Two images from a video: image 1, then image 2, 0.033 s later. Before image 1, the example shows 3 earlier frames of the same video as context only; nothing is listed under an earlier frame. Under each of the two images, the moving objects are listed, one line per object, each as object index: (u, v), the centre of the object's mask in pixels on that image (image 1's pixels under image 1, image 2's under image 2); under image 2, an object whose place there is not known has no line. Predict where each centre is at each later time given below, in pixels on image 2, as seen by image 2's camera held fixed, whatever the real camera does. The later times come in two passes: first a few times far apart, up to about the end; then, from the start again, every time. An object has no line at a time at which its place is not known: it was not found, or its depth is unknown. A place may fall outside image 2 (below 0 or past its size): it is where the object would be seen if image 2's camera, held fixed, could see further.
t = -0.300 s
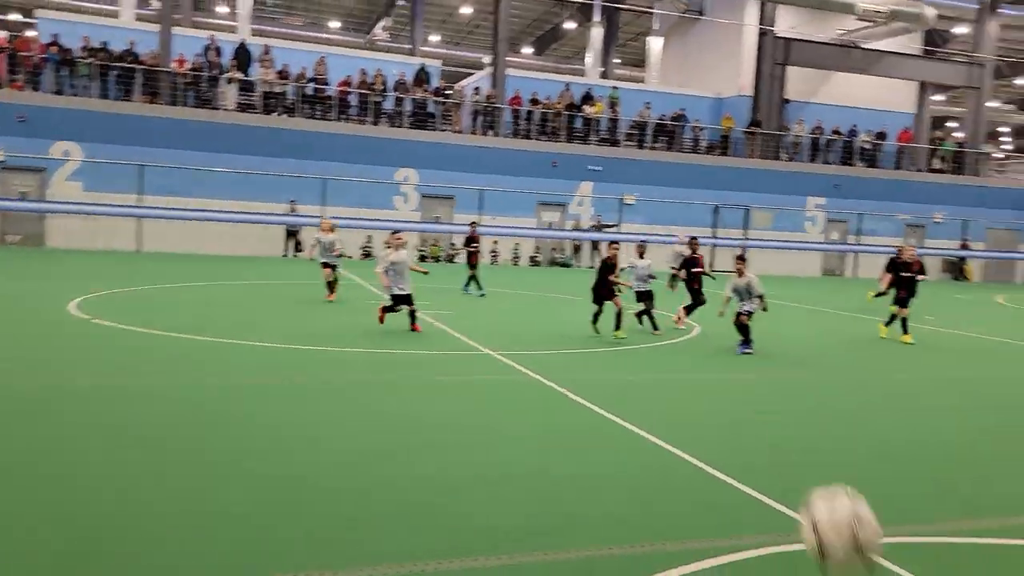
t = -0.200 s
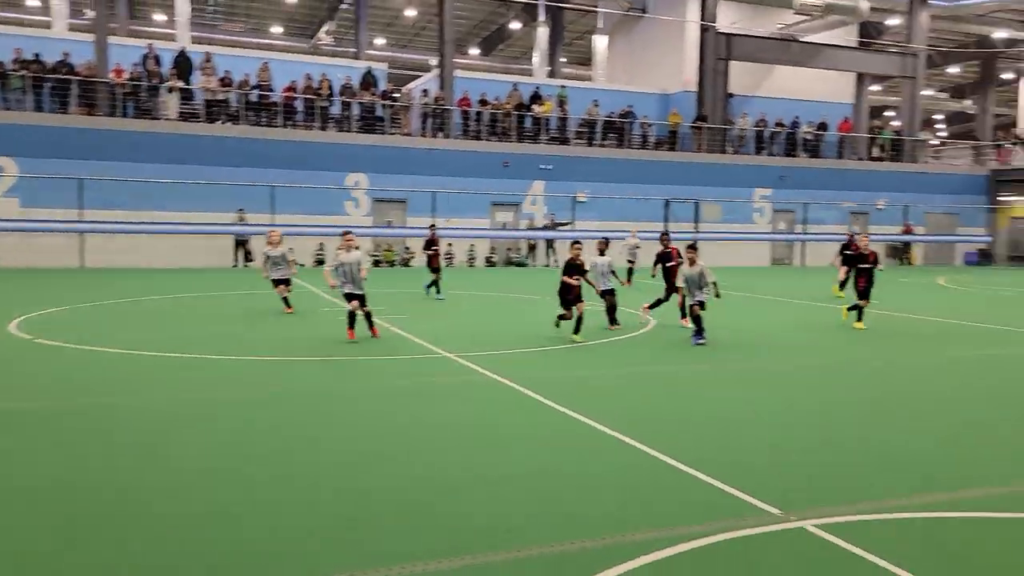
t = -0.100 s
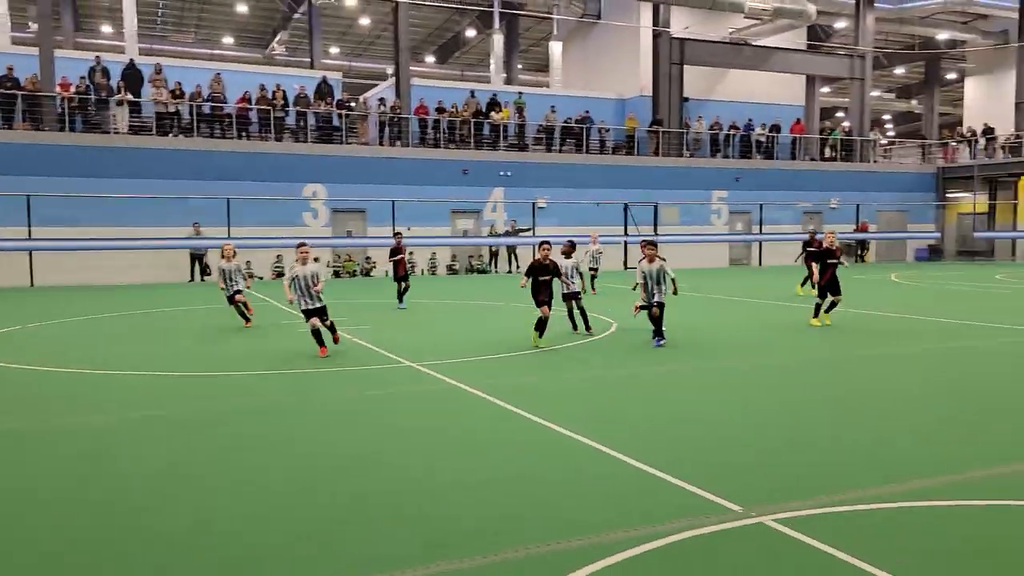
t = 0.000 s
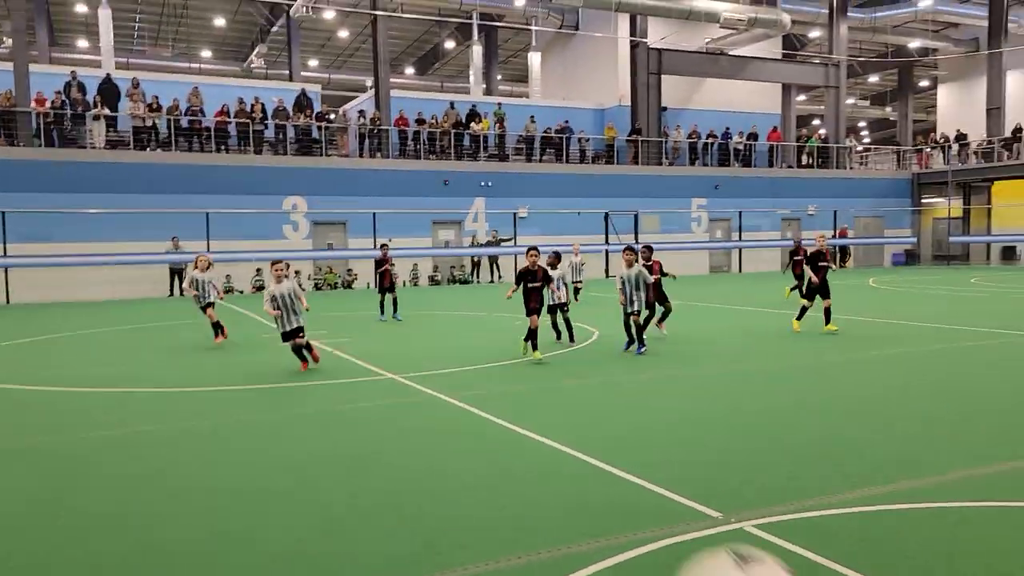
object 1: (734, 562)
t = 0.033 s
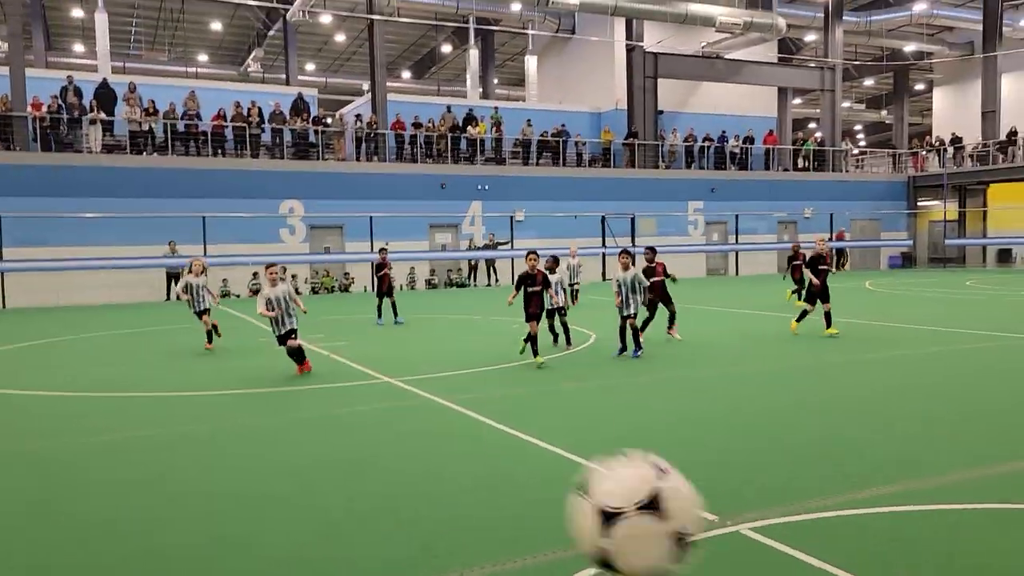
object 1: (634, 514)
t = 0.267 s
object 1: (242, 220)
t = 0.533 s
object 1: (65, 230)
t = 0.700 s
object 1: (5, 306)
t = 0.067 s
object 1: (547, 435)
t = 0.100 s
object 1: (475, 374)
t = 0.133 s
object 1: (416, 325)
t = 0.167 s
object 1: (364, 287)
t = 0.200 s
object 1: (319, 258)
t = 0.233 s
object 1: (279, 237)
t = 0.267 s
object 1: (242, 220)
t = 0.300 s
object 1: (210, 210)
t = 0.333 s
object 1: (183, 204)
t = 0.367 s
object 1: (159, 201)
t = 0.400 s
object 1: (136, 201)
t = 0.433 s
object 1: (116, 205)
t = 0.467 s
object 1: (99, 211)
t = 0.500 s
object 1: (81, 219)
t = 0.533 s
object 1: (65, 230)
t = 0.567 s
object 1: (52, 243)
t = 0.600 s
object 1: (39, 258)
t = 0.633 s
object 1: (27, 272)
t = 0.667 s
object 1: (15, 289)
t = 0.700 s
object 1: (5, 306)
